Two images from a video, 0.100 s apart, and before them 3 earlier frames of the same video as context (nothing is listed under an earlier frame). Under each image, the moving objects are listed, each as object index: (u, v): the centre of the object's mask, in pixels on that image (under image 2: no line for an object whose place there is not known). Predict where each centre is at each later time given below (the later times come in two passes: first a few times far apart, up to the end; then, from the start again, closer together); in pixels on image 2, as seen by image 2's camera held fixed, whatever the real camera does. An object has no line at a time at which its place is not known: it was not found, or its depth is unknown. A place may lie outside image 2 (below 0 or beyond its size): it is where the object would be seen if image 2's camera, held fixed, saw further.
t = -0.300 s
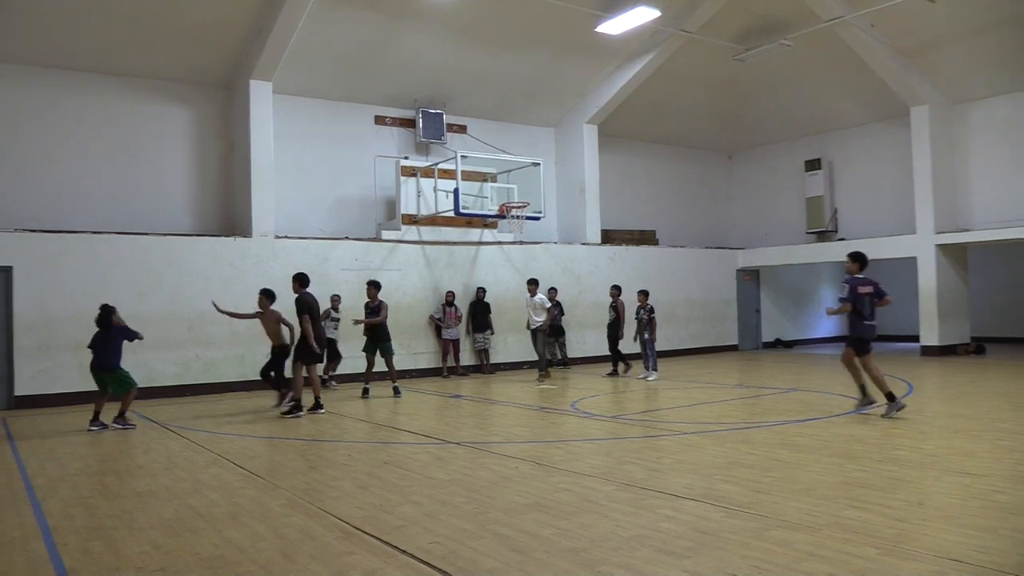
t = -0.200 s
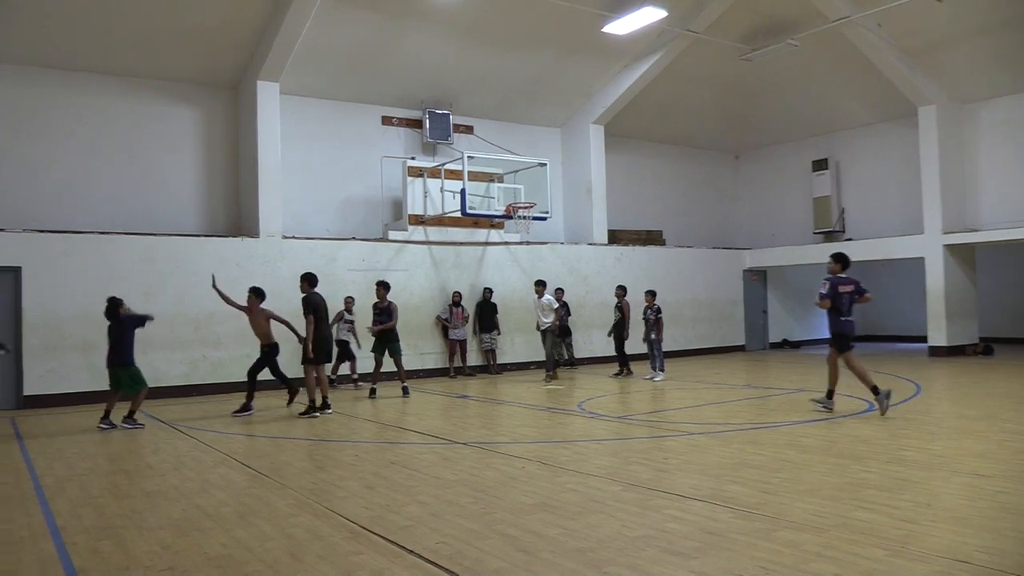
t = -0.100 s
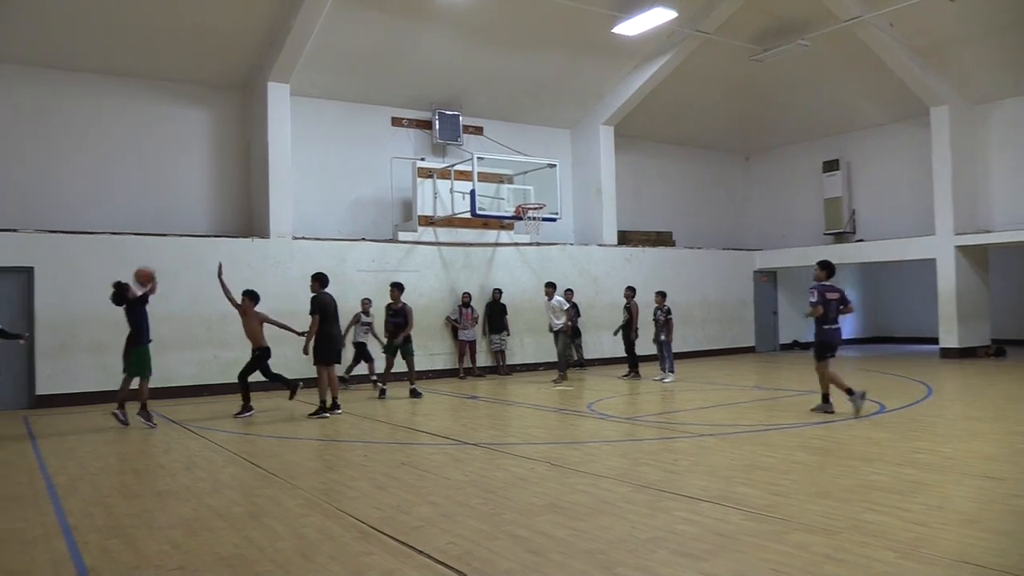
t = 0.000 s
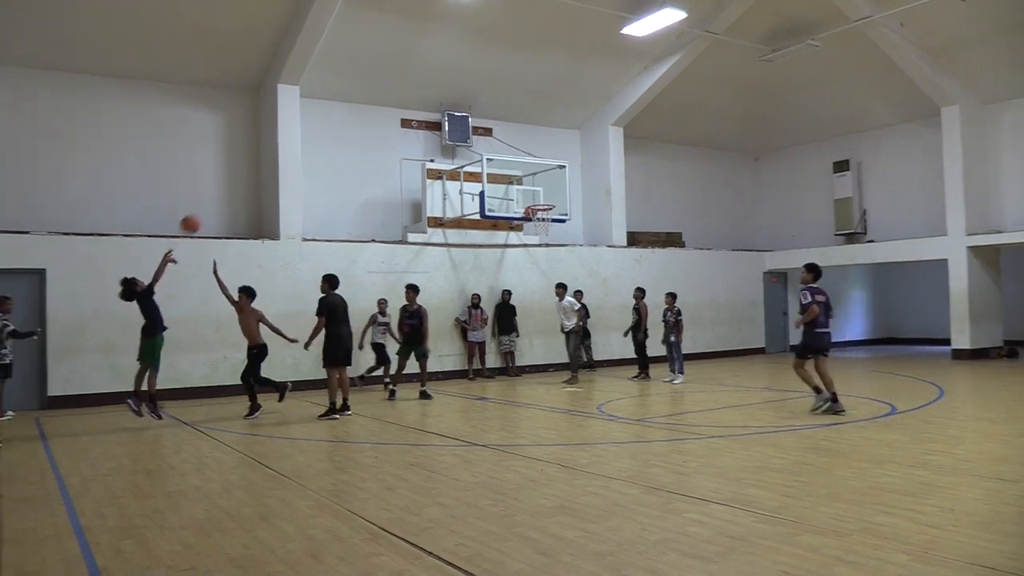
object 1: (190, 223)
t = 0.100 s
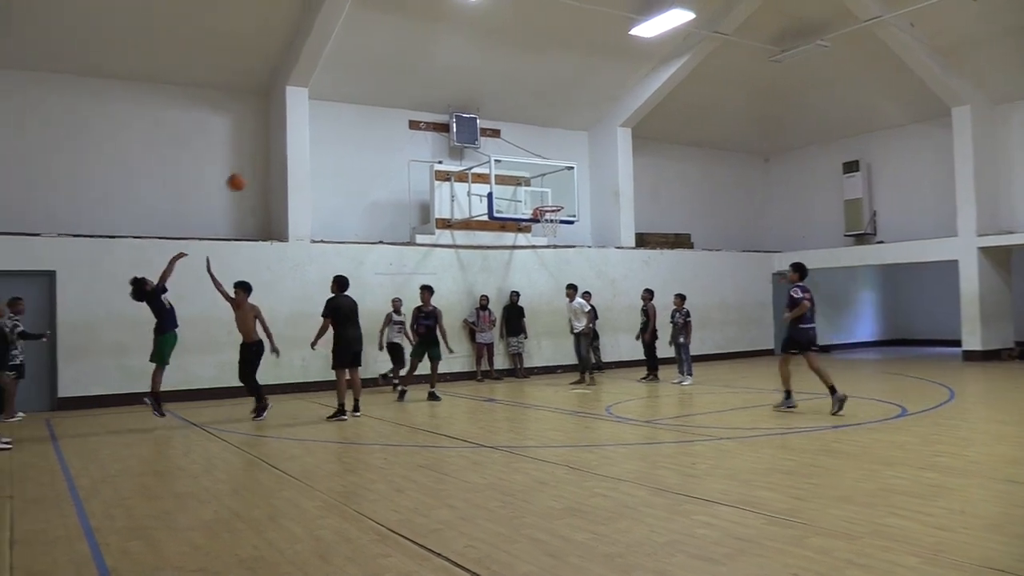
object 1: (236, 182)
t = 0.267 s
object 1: (293, 130)
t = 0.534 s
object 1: (373, 96)
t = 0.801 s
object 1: (444, 108)
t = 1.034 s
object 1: (498, 152)
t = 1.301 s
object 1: (542, 186)
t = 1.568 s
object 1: (565, 160)
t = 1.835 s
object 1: (590, 174)
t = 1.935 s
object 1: (600, 189)
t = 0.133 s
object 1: (248, 170)
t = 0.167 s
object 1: (259, 158)
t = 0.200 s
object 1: (271, 147)
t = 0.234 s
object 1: (282, 139)
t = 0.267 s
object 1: (293, 130)
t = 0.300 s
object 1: (304, 123)
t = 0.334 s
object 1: (315, 117)
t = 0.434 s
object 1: (345, 103)
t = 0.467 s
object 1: (355, 99)
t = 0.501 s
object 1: (365, 97)
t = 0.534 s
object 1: (373, 96)
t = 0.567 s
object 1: (383, 95)
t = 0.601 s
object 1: (393, 95)
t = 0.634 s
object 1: (401, 96)
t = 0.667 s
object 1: (410, 97)
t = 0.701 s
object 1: (419, 99)
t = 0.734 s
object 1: (427, 101)
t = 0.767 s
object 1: (435, 104)
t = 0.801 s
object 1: (444, 108)
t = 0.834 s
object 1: (451, 112)
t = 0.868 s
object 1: (460, 117)
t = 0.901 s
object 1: (466, 123)
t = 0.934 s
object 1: (475, 130)
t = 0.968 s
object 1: (483, 136)
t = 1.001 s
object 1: (489, 143)
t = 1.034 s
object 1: (498, 152)
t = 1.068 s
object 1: (505, 160)
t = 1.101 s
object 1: (512, 168)
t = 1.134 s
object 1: (519, 178)
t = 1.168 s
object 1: (525, 187)
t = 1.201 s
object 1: (533, 198)
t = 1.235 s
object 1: (537, 199)
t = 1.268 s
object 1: (539, 192)
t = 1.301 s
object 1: (542, 186)
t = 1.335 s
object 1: (544, 180)
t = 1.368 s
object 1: (546, 175)
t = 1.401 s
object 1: (549, 170)
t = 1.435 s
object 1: (552, 167)
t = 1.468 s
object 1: (555, 164)
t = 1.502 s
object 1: (558, 162)
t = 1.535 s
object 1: (562, 161)
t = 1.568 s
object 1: (565, 160)
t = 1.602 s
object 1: (568, 160)
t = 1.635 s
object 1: (571, 160)
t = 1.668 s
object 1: (574, 161)
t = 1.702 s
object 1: (577, 162)
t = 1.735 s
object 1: (581, 164)
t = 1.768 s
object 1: (584, 167)
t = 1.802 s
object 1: (587, 170)
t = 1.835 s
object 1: (590, 174)
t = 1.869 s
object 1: (593, 179)
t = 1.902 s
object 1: (596, 184)
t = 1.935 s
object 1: (600, 189)
